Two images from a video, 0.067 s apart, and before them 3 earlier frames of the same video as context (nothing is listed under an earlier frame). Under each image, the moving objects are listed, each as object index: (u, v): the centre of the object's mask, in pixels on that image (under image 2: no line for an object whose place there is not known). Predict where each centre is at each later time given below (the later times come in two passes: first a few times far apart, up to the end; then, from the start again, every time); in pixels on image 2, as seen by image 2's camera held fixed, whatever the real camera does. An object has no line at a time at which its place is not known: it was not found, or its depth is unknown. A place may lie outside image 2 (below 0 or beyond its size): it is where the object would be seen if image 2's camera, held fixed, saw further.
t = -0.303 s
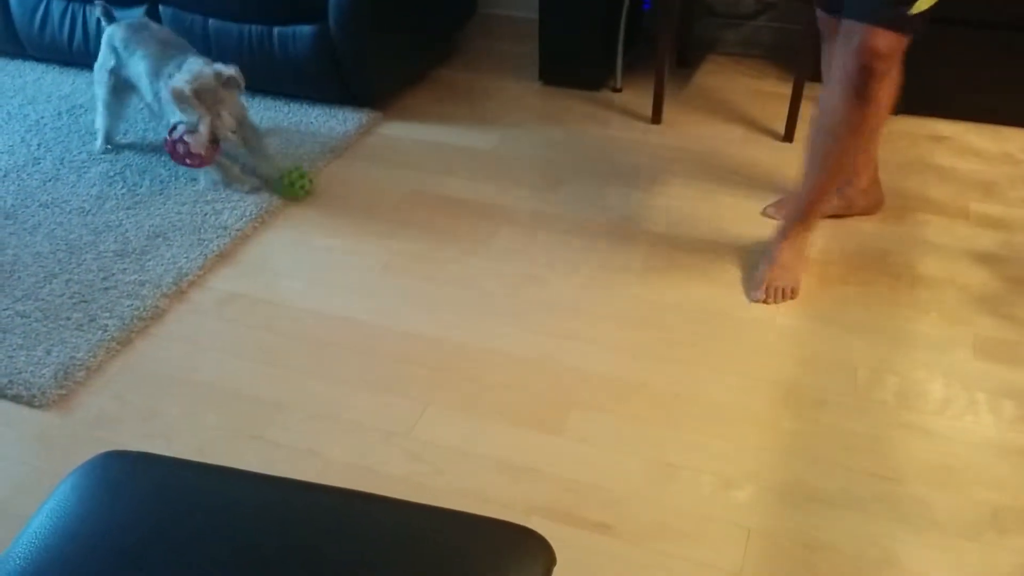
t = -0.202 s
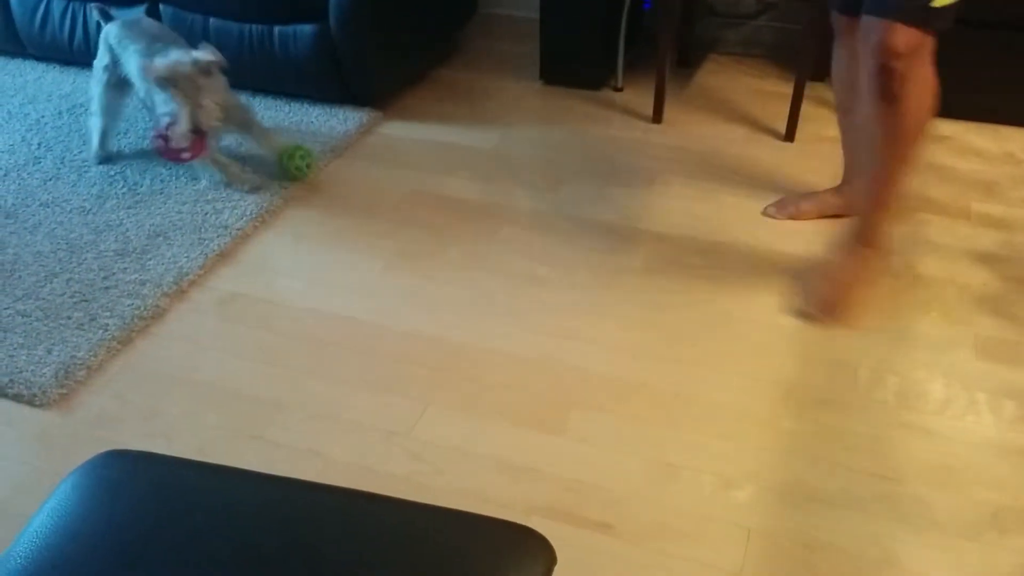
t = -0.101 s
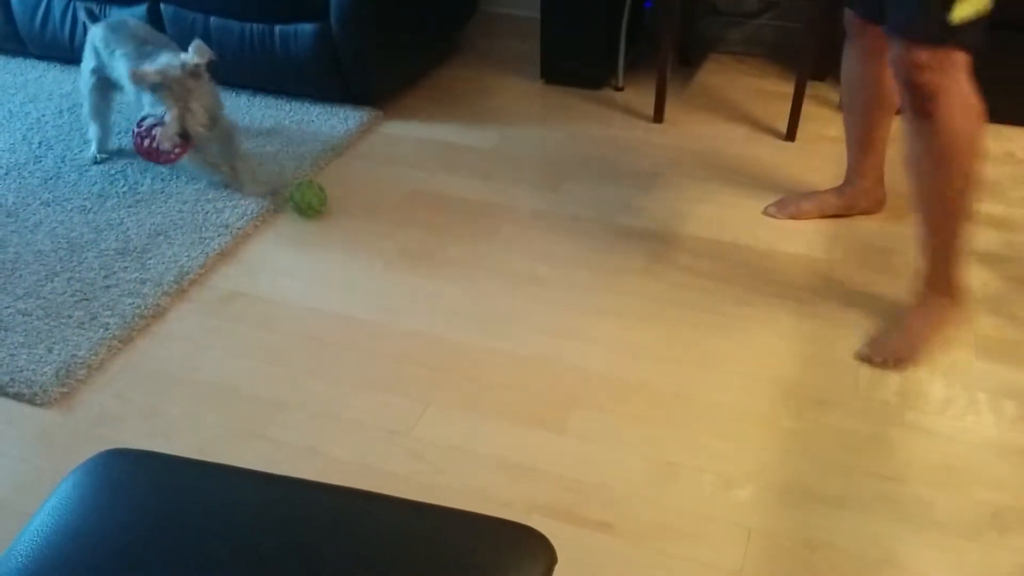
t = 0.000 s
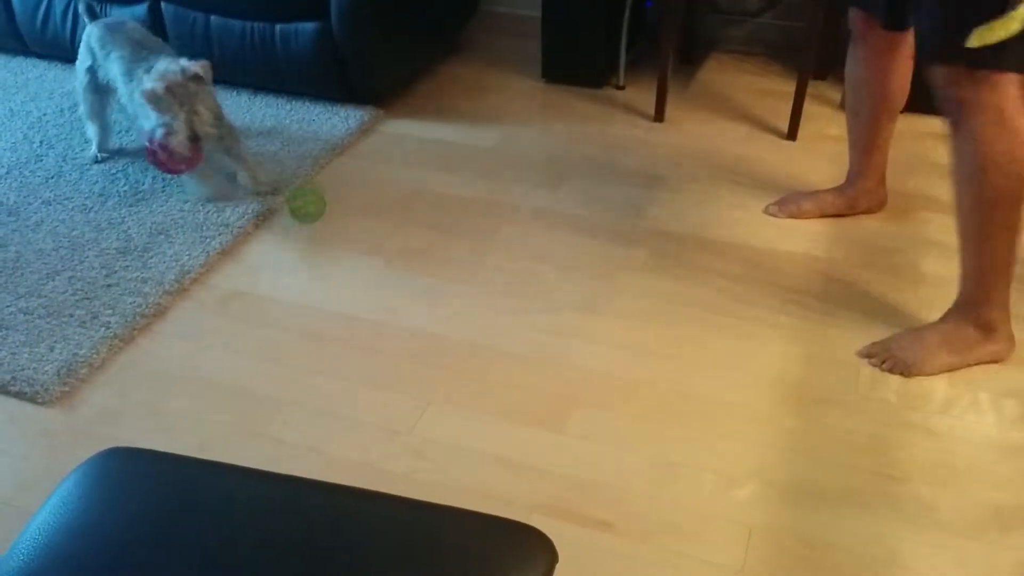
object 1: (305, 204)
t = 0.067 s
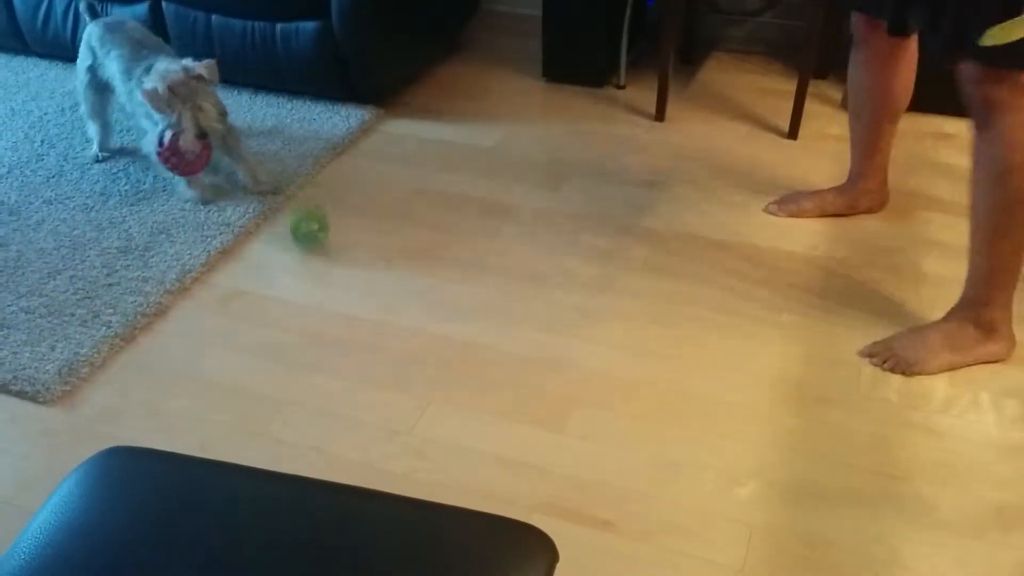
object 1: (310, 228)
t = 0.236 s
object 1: (308, 261)
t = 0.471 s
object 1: (308, 314)
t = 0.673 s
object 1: (308, 360)
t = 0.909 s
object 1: (313, 419)
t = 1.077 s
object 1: (314, 457)
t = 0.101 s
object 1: (310, 242)
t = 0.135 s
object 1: (309, 241)
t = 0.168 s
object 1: (308, 243)
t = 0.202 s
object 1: (307, 249)
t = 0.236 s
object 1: (308, 261)
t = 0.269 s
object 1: (309, 276)
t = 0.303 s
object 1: (308, 280)
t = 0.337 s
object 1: (307, 281)
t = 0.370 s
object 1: (307, 287)
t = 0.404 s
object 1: (308, 298)
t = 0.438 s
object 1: (310, 313)
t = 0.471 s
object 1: (308, 314)
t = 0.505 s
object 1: (306, 317)
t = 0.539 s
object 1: (306, 325)
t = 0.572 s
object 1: (307, 339)
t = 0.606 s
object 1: (307, 346)
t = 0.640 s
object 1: (306, 350)
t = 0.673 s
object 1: (308, 360)
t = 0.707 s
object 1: (308, 371)
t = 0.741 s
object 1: (308, 375)
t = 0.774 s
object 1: (309, 384)
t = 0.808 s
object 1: (311, 394)
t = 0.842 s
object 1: (311, 399)
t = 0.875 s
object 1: (311, 410)
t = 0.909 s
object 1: (313, 419)
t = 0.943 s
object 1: (312, 426)
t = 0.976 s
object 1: (313, 437)
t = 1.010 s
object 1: (313, 443)
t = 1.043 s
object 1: (313, 451)
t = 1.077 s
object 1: (314, 457)
